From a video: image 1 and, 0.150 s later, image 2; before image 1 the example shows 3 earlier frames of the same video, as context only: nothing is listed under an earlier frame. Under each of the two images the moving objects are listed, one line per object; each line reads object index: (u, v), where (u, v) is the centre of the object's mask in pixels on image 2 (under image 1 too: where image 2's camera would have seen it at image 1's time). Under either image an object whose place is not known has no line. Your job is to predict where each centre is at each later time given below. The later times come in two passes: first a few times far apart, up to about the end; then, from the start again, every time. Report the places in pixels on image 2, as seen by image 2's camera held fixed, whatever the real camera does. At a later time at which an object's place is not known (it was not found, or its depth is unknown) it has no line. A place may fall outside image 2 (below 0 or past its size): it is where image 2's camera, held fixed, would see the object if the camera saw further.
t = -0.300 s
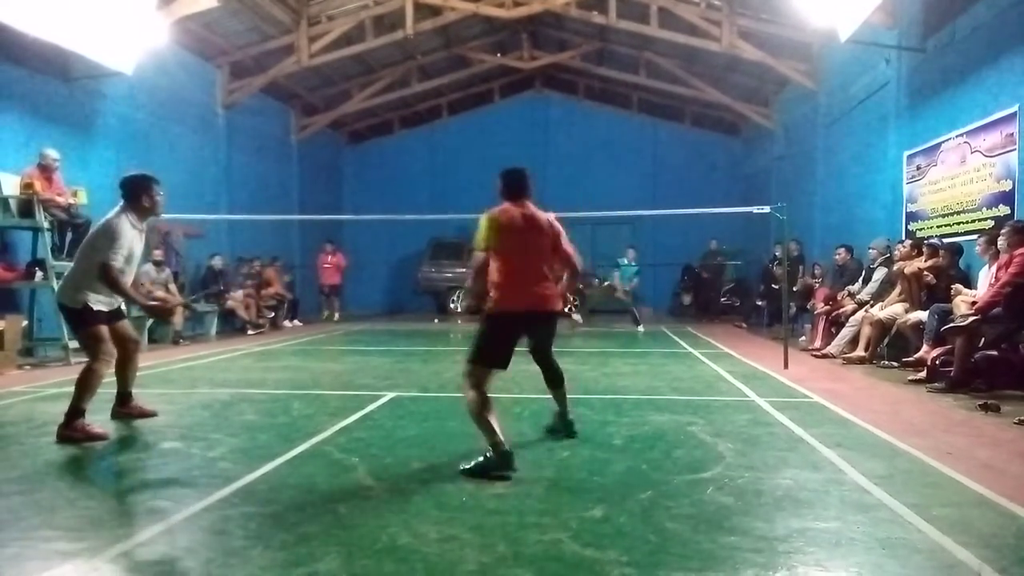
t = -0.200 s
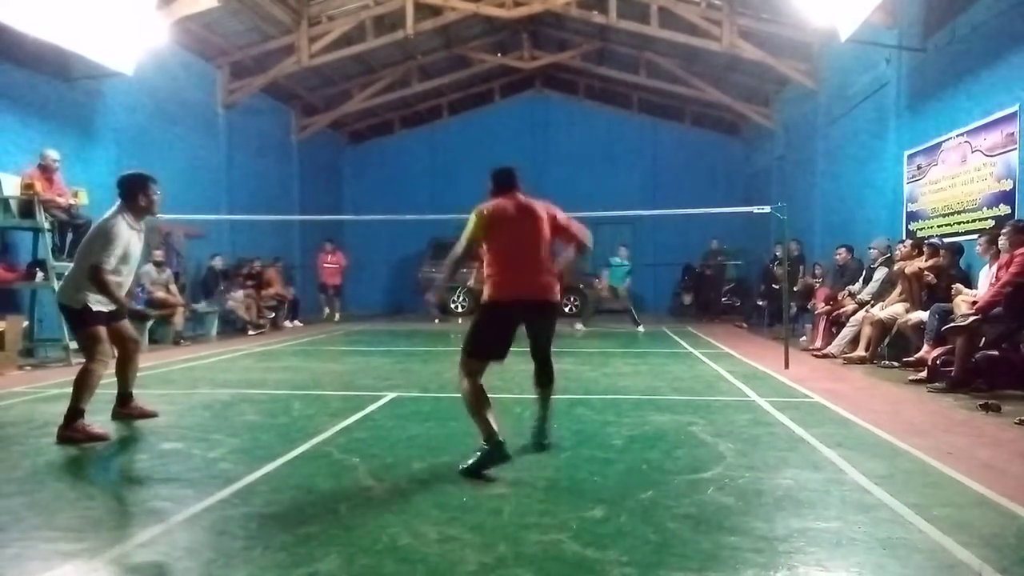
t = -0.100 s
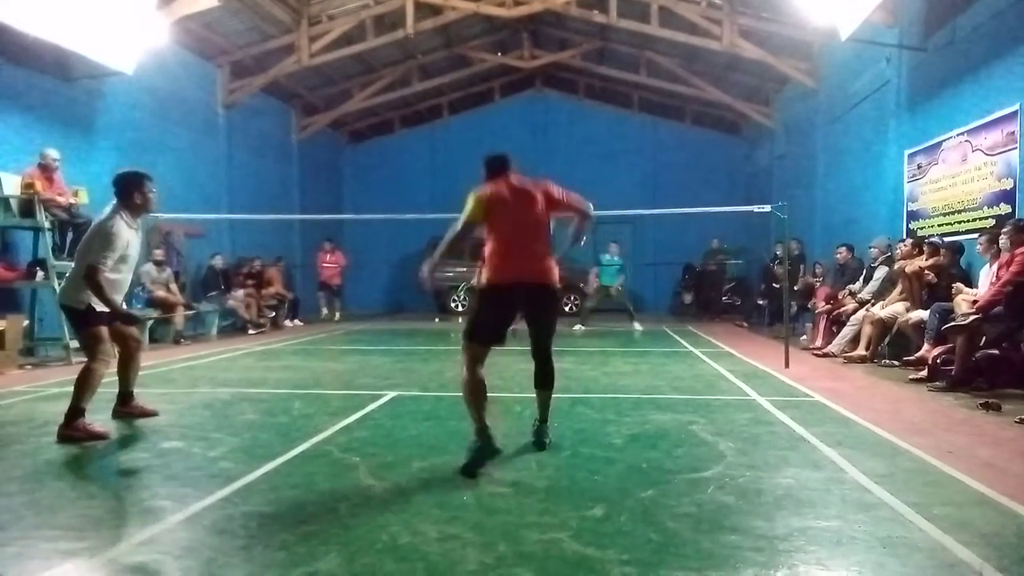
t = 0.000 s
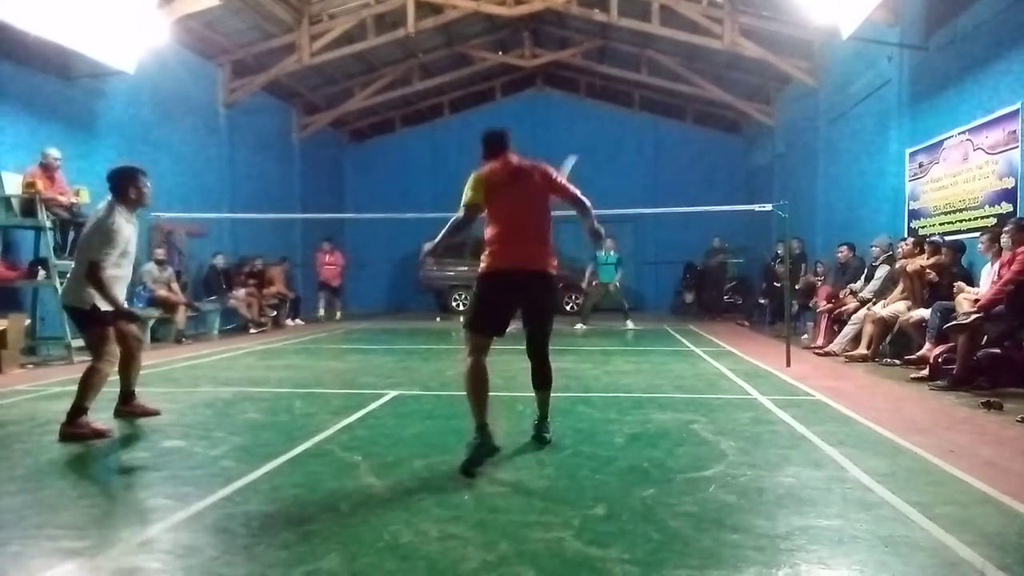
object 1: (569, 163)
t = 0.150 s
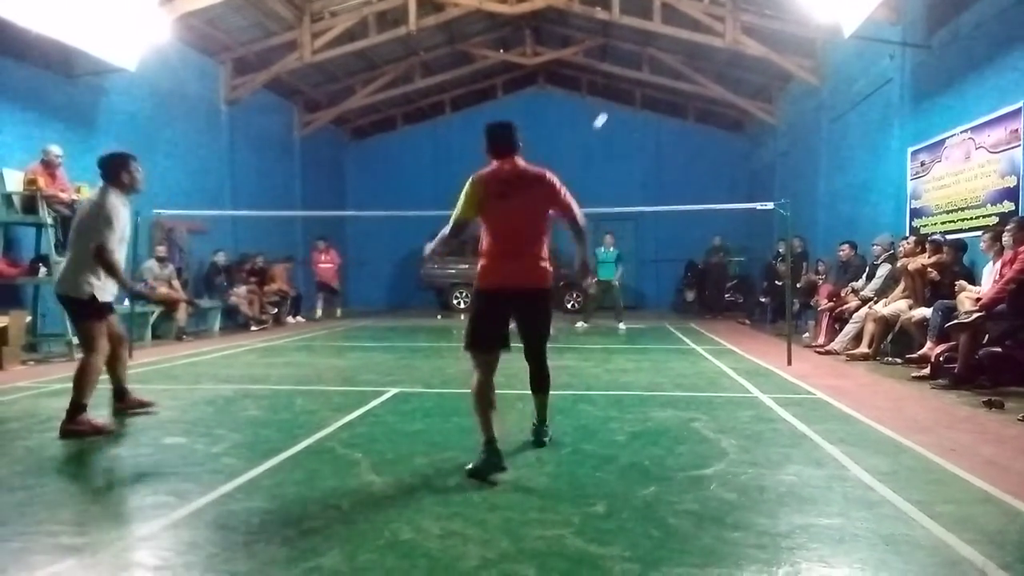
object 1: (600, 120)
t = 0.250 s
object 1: (612, 111)
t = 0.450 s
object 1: (631, 124)
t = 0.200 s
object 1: (606, 114)
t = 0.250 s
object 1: (612, 111)
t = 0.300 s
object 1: (618, 111)
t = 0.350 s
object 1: (622, 113)
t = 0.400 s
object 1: (627, 118)
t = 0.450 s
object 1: (631, 124)
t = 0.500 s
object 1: (635, 133)
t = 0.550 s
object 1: (639, 141)
